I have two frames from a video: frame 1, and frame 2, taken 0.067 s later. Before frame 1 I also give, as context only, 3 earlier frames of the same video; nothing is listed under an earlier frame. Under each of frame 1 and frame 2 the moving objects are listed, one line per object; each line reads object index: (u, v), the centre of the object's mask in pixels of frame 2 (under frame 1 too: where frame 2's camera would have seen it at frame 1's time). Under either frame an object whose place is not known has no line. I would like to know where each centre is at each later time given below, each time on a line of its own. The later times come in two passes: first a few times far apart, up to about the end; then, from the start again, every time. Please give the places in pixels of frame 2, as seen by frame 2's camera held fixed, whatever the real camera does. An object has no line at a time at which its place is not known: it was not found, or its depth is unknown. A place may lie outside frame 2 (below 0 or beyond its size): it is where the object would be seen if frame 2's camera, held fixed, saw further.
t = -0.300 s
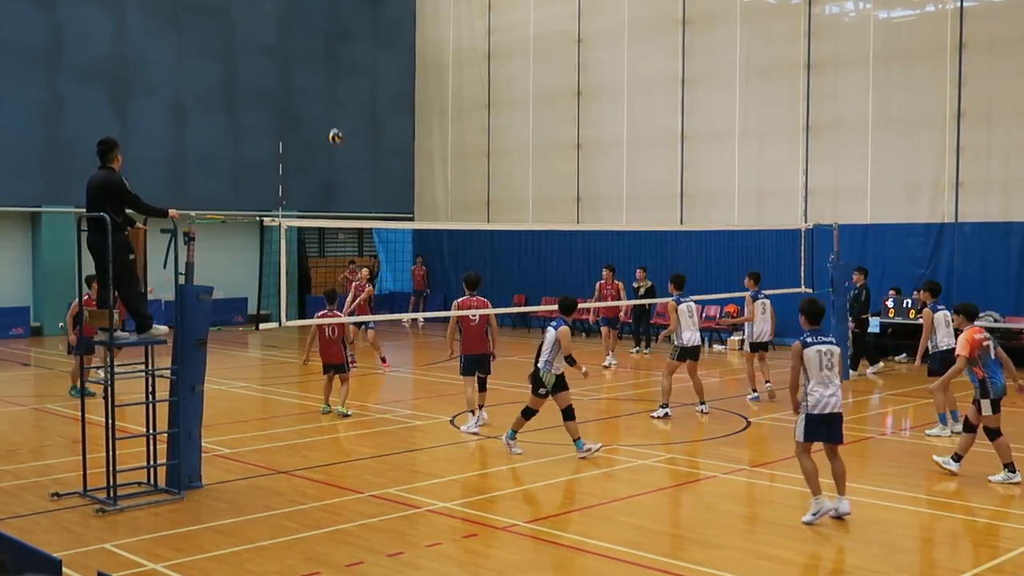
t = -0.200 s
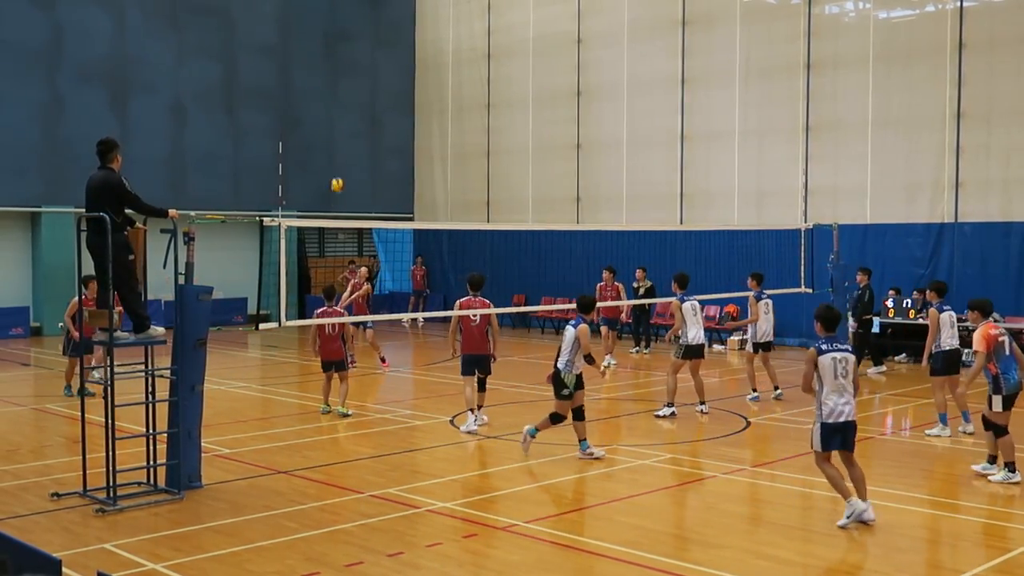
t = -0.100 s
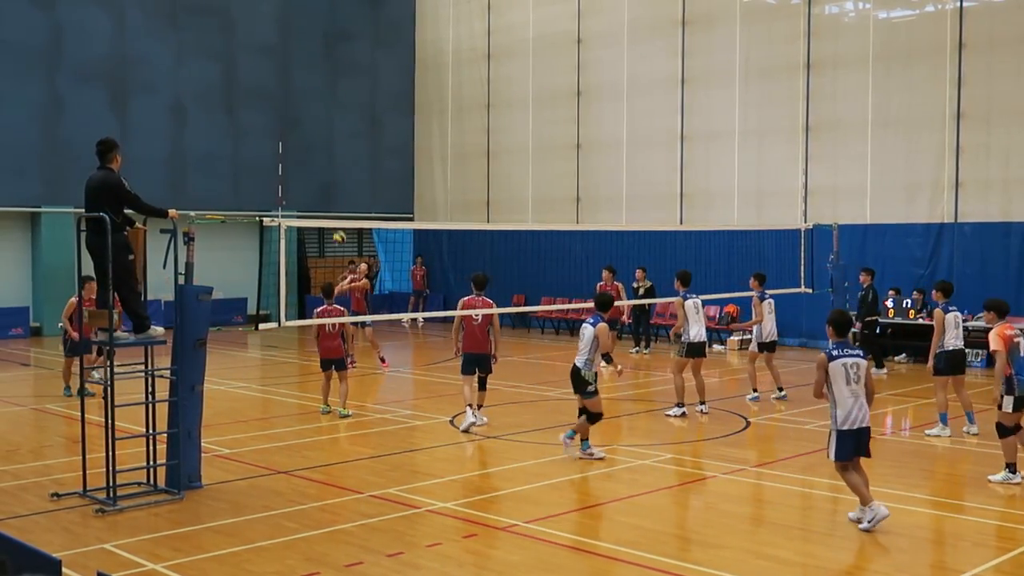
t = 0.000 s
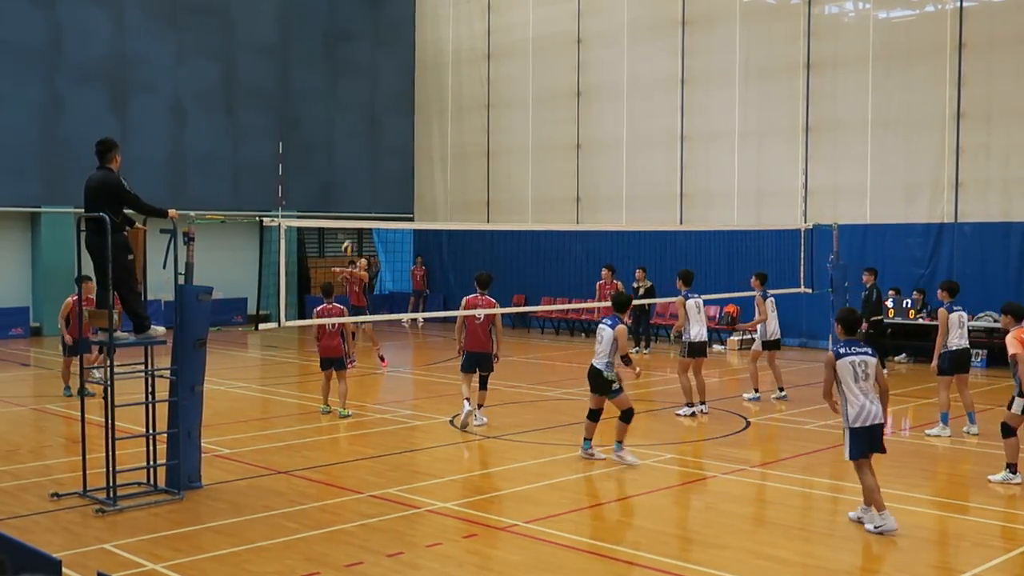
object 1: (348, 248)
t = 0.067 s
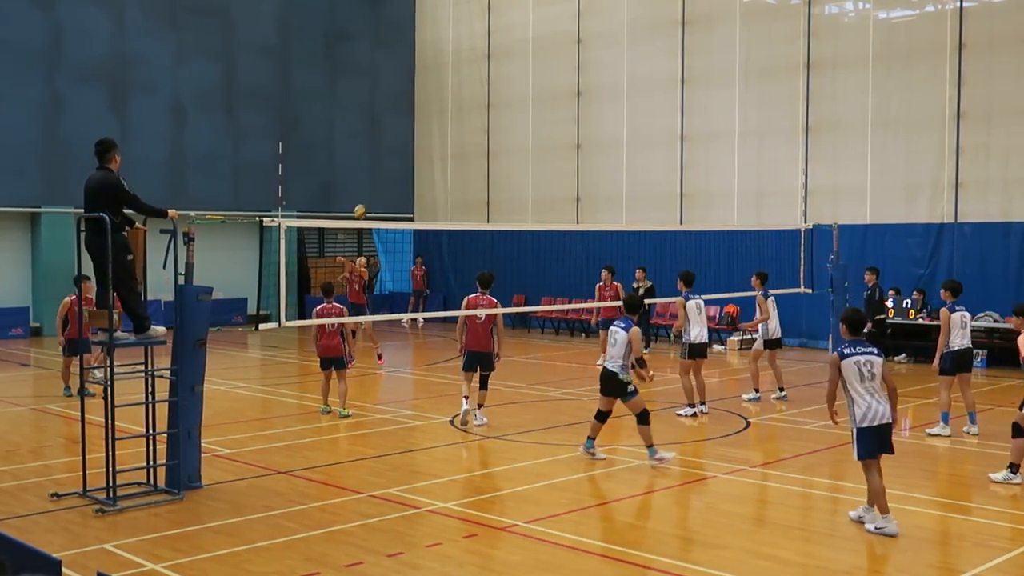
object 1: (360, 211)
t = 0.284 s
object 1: (398, 117)
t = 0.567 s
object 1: (446, 38)
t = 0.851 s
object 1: (494, 9)
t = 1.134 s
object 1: (539, 28)
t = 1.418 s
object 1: (581, 92)
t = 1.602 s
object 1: (605, 157)
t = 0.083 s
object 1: (363, 203)
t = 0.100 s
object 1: (365, 195)
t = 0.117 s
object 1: (368, 186)
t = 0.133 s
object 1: (371, 179)
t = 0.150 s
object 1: (374, 171)
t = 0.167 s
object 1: (378, 163)
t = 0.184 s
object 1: (380, 156)
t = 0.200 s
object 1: (383, 149)
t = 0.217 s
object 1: (386, 142)
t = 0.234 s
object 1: (389, 135)
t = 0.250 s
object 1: (392, 129)
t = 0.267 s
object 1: (395, 122)
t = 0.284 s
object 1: (398, 117)
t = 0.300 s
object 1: (401, 110)
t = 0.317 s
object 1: (403, 105)
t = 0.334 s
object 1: (406, 99)
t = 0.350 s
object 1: (409, 93)
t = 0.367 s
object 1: (412, 88)
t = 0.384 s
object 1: (414, 83)
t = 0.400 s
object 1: (417, 78)
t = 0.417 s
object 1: (420, 73)
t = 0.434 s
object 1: (424, 68)
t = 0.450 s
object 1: (427, 64)
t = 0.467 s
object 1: (429, 59)
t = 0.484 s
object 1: (432, 56)
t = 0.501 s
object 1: (435, 52)
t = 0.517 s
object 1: (438, 48)
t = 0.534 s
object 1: (441, 45)
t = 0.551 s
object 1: (444, 41)
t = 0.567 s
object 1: (446, 38)
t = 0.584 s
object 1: (449, 35)
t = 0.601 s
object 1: (452, 32)
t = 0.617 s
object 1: (455, 30)
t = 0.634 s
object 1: (458, 27)
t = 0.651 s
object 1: (460, 25)
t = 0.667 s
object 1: (463, 22)
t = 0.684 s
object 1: (466, 20)
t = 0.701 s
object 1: (469, 18)
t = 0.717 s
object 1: (471, 16)
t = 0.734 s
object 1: (474, 15)
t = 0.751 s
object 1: (477, 14)
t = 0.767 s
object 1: (480, 13)
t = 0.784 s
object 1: (482, 12)
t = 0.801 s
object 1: (485, 11)
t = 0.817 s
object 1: (488, 10)
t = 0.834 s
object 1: (491, 9)
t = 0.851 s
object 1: (494, 9)
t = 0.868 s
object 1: (496, 9)
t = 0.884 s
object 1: (499, 9)
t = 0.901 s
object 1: (502, 9)
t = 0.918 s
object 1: (504, 9)
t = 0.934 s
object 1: (507, 10)
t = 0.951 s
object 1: (509, 10)
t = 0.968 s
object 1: (512, 11)
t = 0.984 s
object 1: (515, 12)
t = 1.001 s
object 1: (518, 13)
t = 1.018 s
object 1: (521, 14)
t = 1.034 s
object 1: (523, 16)
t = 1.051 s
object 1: (526, 17)
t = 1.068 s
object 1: (528, 19)
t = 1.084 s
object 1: (531, 21)
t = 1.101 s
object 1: (534, 23)
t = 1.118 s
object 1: (536, 26)
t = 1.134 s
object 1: (539, 28)
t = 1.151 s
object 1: (542, 30)
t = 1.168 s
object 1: (544, 33)
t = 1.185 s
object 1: (546, 36)
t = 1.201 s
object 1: (548, 39)
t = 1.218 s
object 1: (552, 42)
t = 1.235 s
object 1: (554, 45)
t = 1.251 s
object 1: (557, 49)
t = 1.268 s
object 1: (559, 53)
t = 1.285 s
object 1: (561, 57)
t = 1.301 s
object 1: (564, 61)
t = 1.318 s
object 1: (566, 65)
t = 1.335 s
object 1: (569, 69)
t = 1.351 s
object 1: (571, 74)
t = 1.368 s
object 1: (574, 78)
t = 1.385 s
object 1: (576, 82)
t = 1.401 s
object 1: (578, 87)
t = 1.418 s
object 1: (581, 92)
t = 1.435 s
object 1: (583, 98)
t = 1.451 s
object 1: (585, 103)
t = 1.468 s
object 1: (587, 108)
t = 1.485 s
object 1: (590, 114)
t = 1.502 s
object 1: (592, 120)
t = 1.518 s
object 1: (594, 126)
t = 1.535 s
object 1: (596, 131)
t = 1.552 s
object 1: (599, 137)
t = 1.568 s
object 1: (601, 144)
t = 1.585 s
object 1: (603, 150)
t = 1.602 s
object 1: (605, 157)
